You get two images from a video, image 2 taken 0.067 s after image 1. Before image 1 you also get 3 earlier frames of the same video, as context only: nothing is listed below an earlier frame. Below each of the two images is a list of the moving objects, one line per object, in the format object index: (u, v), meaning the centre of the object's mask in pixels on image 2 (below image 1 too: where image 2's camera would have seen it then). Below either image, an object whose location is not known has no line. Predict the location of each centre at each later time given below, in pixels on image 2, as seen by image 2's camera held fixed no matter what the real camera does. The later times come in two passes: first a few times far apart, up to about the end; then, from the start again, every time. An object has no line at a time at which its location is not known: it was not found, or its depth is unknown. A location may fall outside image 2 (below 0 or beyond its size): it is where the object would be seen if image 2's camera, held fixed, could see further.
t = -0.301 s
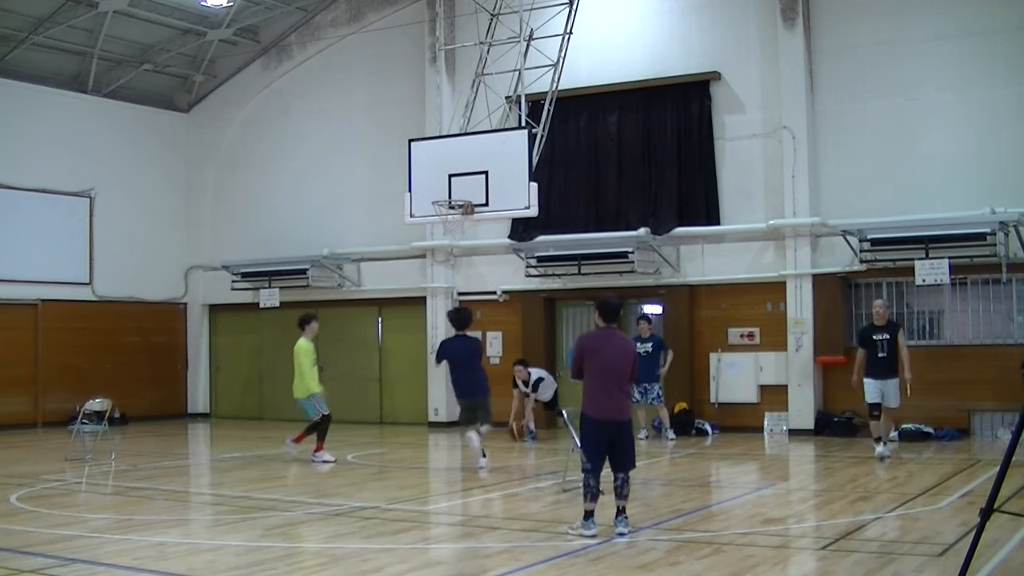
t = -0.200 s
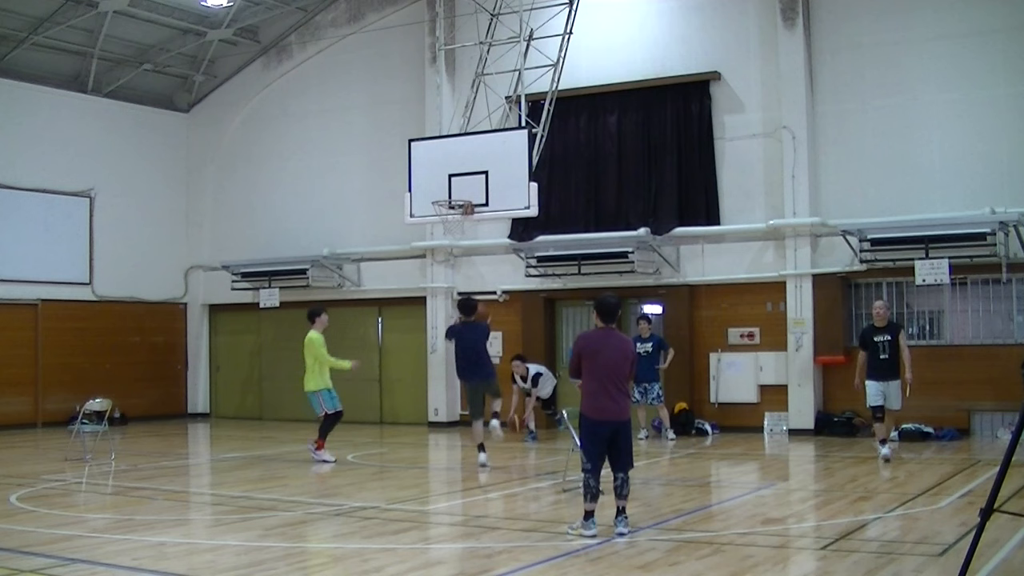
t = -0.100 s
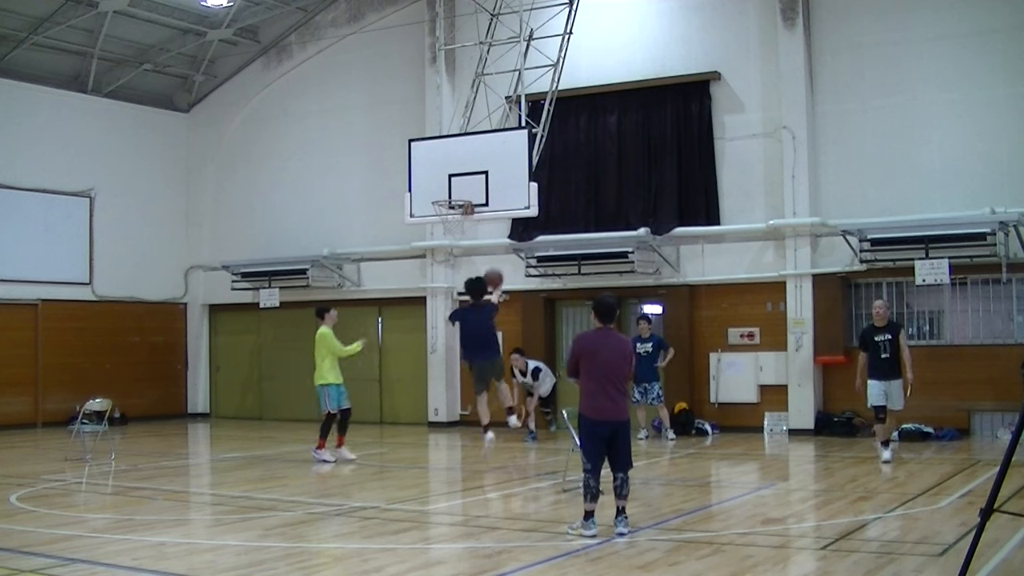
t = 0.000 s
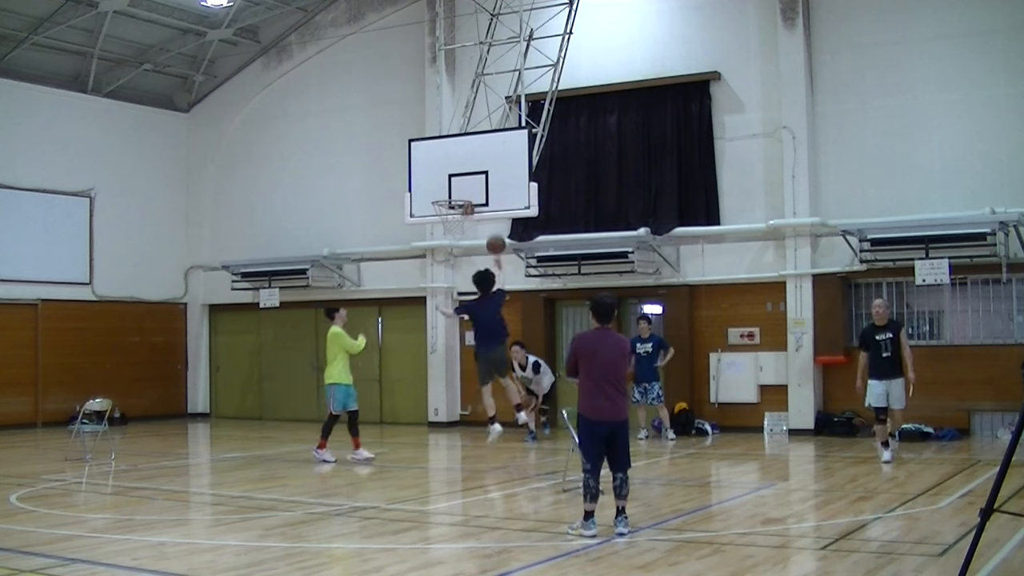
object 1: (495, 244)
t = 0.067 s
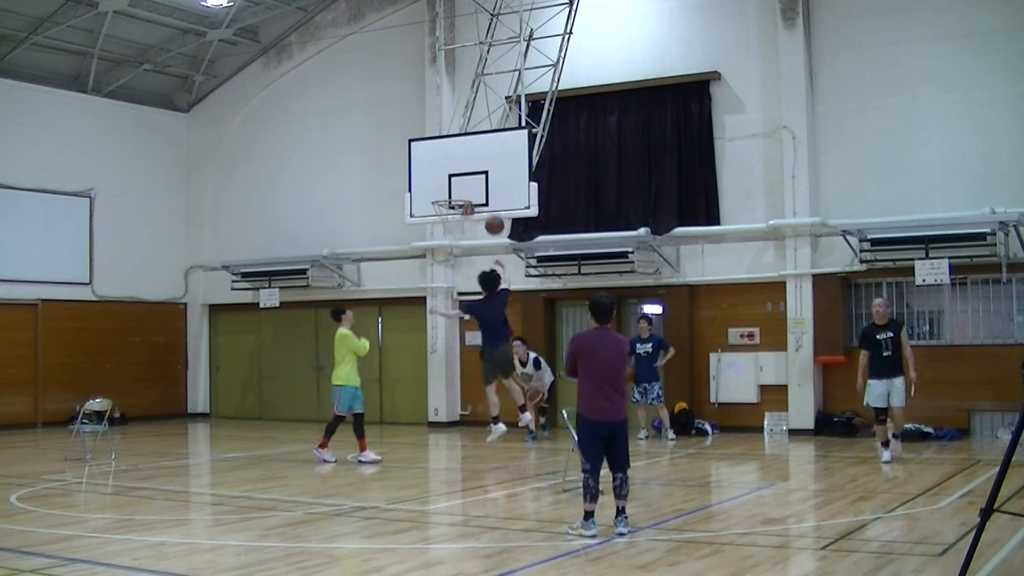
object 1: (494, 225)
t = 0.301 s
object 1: (489, 188)
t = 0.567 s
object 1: (464, 190)
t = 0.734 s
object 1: (453, 198)
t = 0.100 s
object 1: (494, 217)
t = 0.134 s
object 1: (493, 209)
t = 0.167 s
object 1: (492, 203)
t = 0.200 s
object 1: (491, 198)
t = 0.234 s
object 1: (490, 194)
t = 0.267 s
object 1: (490, 190)
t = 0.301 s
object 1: (489, 188)
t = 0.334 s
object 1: (486, 185)
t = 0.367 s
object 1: (482, 183)
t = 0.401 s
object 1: (479, 182)
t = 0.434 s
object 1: (477, 182)
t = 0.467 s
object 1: (473, 183)
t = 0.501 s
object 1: (470, 185)
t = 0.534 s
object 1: (467, 187)
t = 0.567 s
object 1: (464, 190)
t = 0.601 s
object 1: (461, 191)
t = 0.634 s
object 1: (458, 191)
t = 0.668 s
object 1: (457, 191)
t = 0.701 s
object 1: (454, 192)
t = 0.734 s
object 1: (453, 198)
